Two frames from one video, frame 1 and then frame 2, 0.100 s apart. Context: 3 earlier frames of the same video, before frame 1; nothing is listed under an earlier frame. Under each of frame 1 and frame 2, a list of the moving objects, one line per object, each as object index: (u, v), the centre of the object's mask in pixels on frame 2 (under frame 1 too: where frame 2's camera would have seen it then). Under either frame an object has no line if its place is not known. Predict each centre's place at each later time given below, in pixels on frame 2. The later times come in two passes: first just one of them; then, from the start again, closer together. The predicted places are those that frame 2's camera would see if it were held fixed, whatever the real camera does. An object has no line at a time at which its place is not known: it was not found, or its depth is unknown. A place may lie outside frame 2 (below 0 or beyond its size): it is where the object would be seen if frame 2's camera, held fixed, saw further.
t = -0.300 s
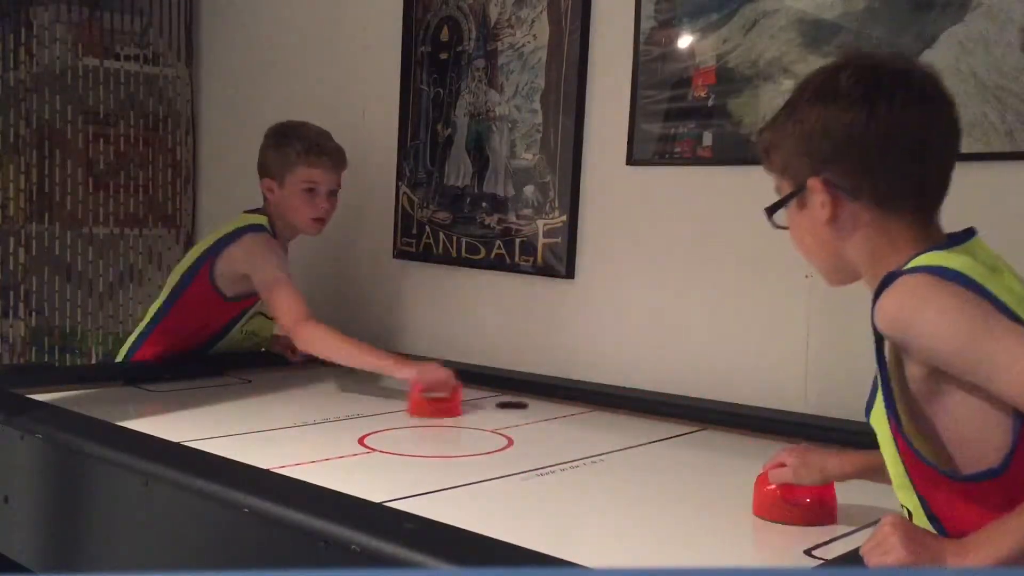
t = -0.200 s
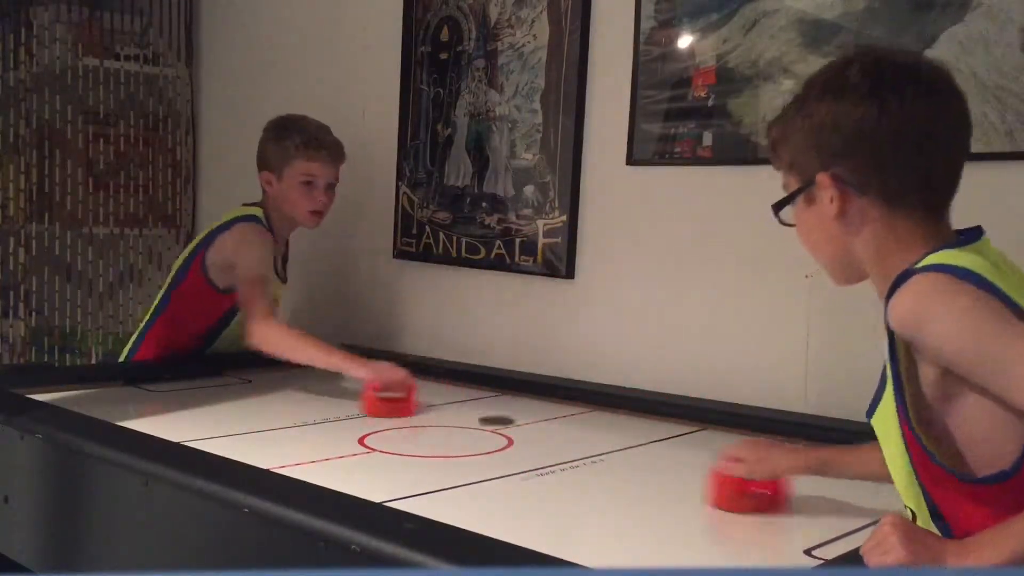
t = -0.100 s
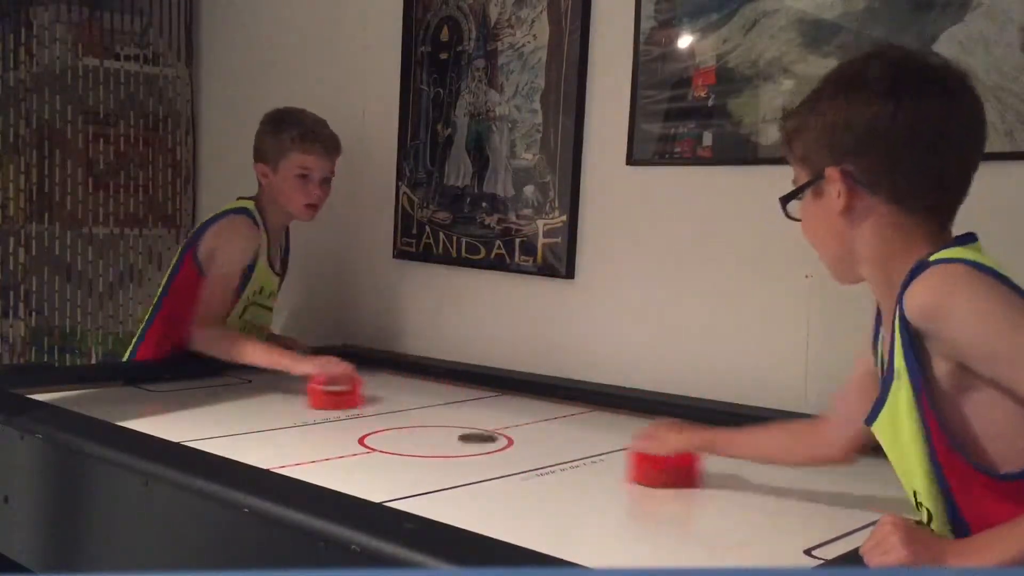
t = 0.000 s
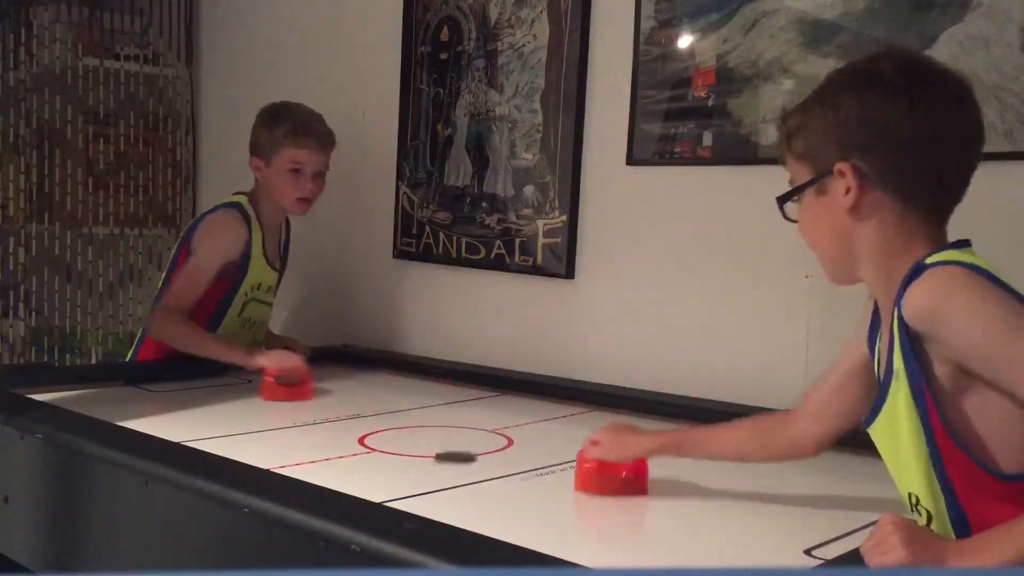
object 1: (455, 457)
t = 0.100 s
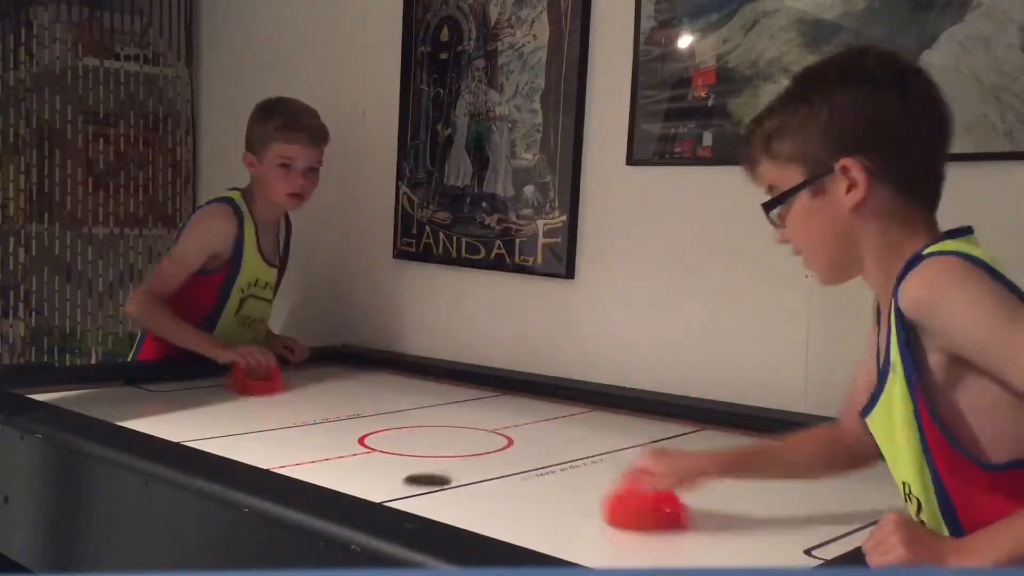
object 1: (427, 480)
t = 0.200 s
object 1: (402, 506)
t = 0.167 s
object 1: (405, 498)
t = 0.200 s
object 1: (402, 506)
